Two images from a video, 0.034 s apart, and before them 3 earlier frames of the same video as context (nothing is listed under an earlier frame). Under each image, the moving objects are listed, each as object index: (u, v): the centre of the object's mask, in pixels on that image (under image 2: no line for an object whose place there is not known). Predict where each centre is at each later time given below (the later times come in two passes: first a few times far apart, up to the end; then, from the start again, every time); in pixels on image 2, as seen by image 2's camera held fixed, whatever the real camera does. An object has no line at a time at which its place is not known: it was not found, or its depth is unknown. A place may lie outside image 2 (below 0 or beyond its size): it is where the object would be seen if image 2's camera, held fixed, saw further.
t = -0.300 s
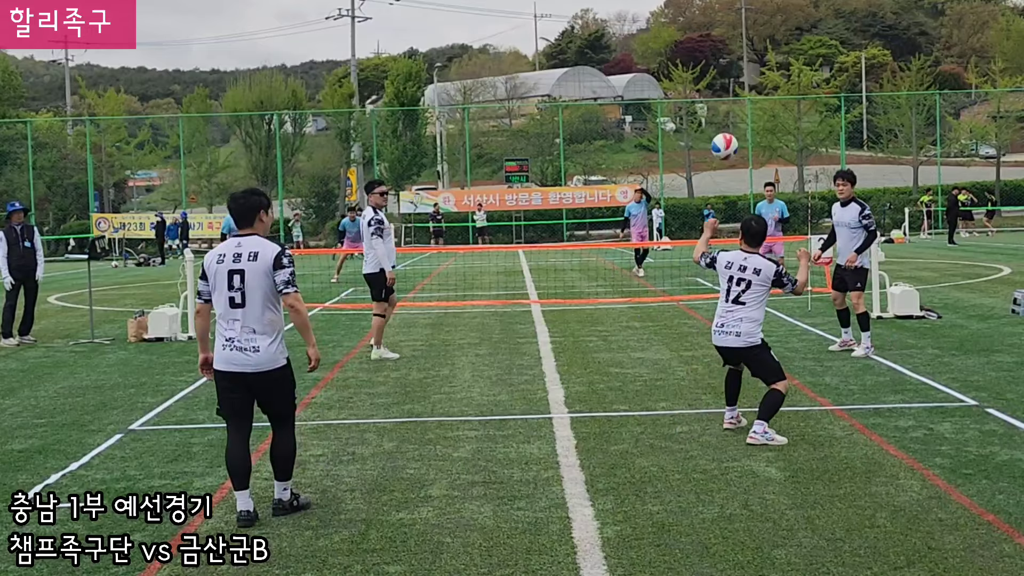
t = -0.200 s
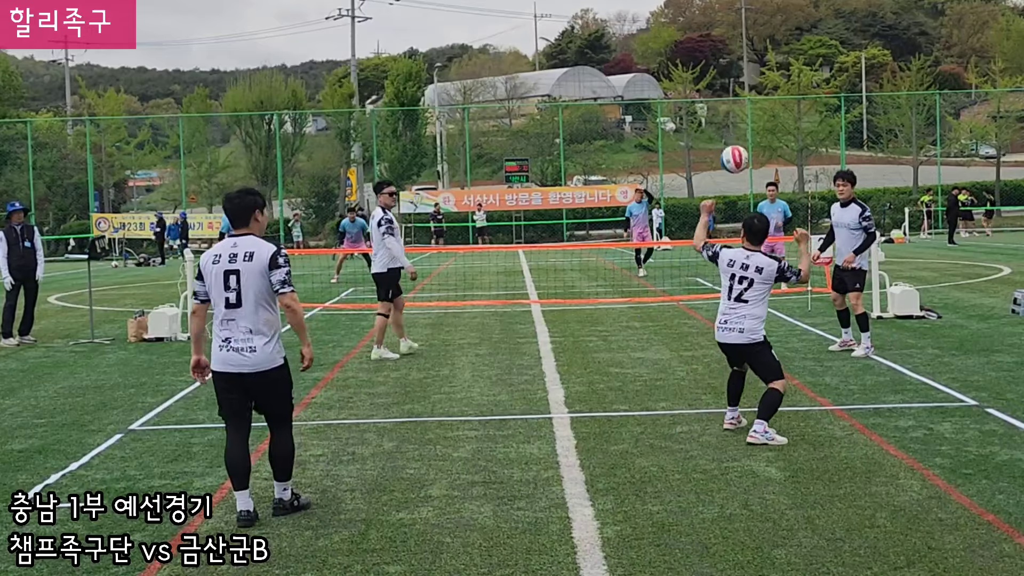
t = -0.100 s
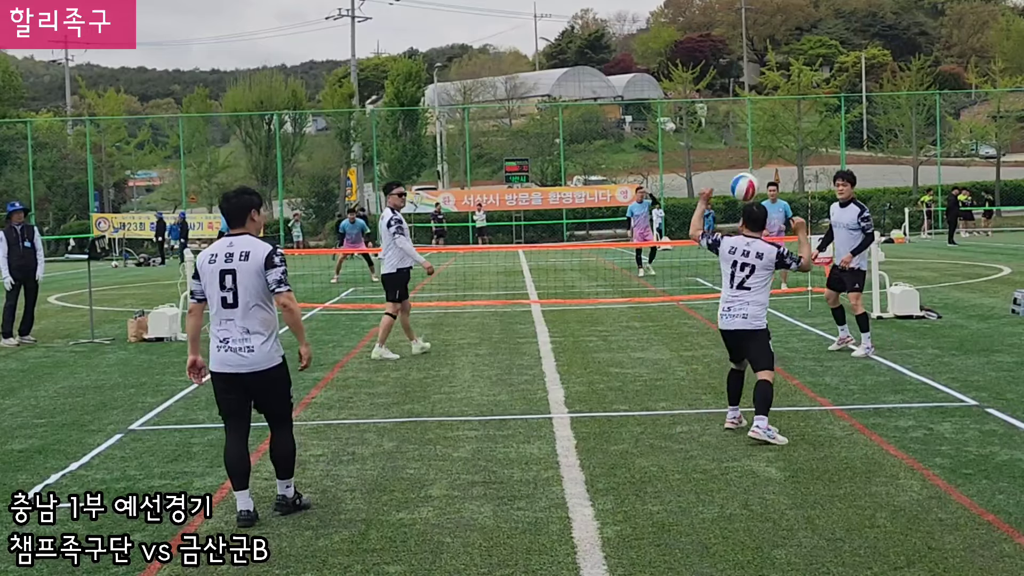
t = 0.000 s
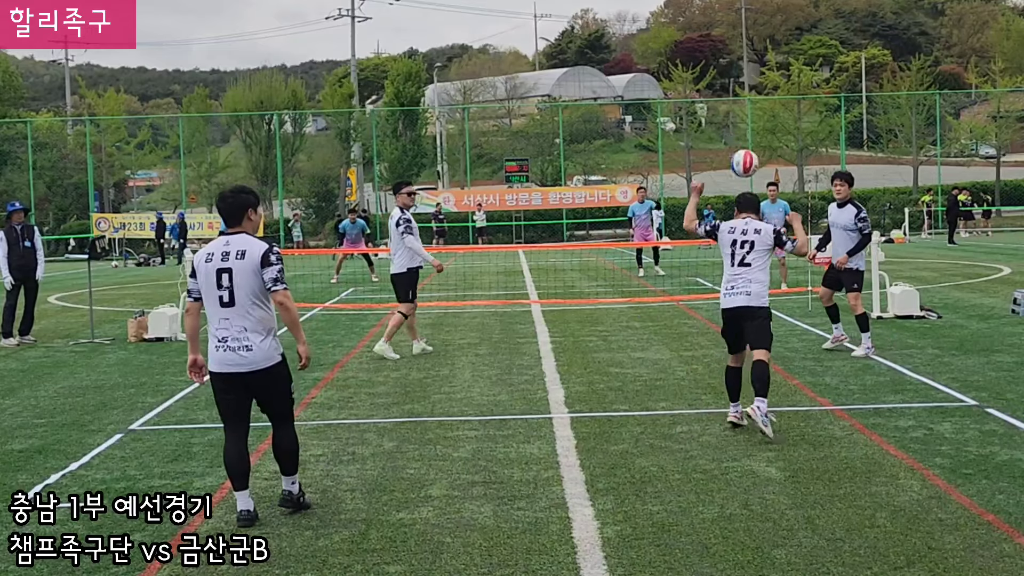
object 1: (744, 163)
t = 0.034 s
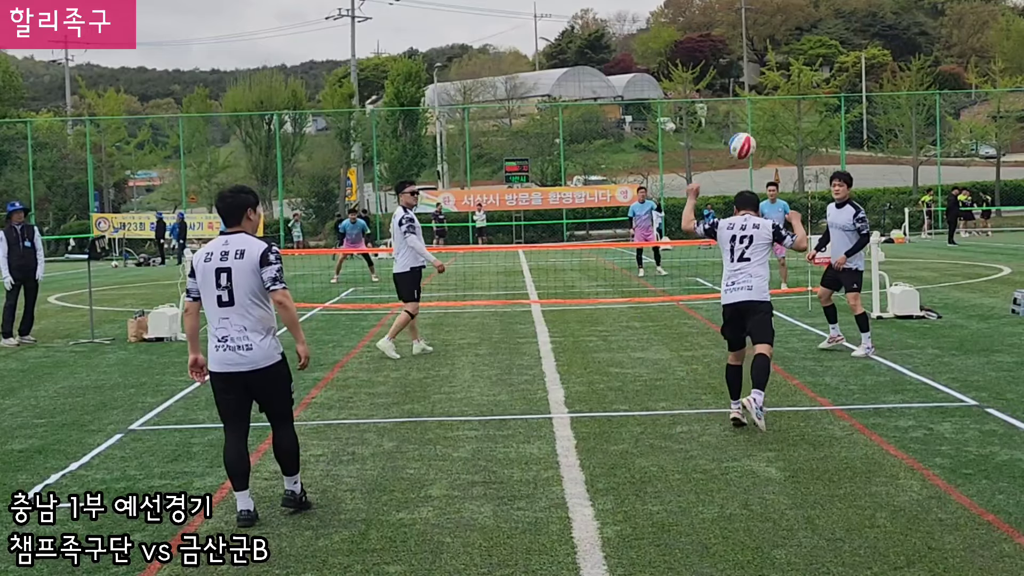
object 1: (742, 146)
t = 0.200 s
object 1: (731, 87)
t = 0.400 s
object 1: (720, 68)
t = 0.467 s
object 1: (716, 74)
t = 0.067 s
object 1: (739, 131)
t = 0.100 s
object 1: (737, 117)
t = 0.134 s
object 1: (735, 105)
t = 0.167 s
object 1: (733, 95)
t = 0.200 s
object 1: (731, 87)
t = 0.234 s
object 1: (729, 81)
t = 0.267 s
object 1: (727, 76)
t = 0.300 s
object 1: (726, 72)
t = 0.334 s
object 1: (724, 69)
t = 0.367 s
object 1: (722, 68)
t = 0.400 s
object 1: (720, 68)
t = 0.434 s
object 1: (718, 70)
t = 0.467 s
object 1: (716, 74)
